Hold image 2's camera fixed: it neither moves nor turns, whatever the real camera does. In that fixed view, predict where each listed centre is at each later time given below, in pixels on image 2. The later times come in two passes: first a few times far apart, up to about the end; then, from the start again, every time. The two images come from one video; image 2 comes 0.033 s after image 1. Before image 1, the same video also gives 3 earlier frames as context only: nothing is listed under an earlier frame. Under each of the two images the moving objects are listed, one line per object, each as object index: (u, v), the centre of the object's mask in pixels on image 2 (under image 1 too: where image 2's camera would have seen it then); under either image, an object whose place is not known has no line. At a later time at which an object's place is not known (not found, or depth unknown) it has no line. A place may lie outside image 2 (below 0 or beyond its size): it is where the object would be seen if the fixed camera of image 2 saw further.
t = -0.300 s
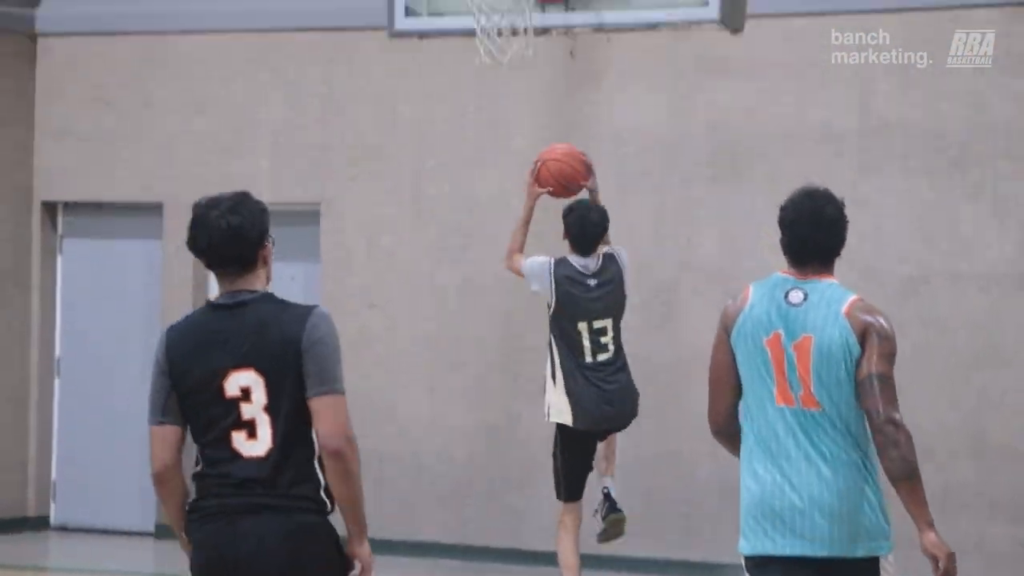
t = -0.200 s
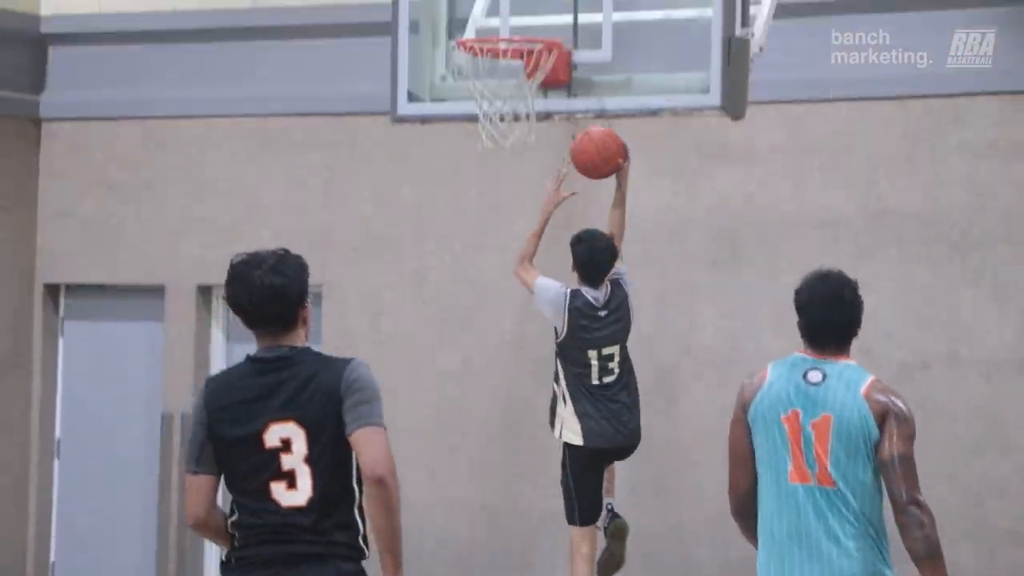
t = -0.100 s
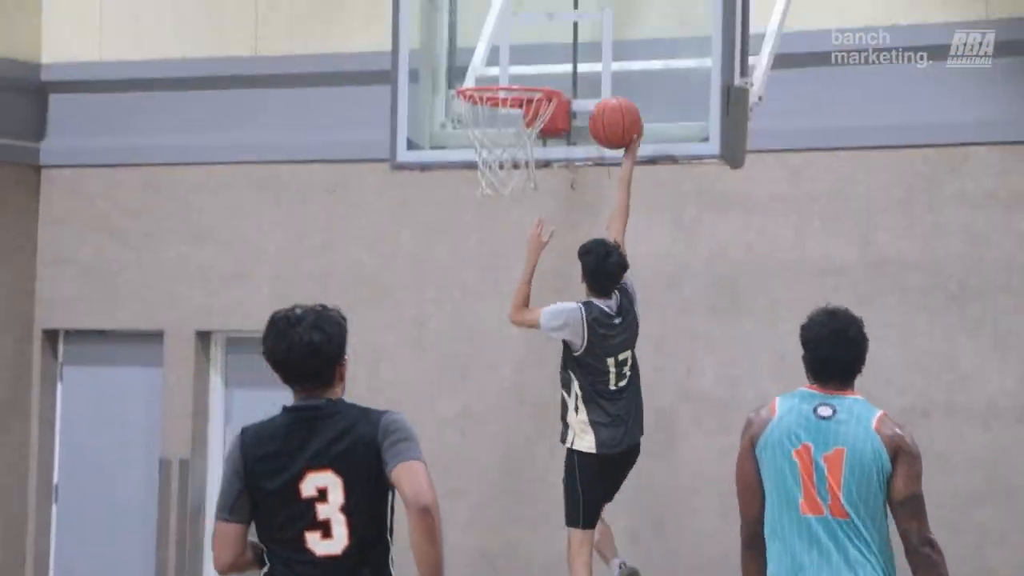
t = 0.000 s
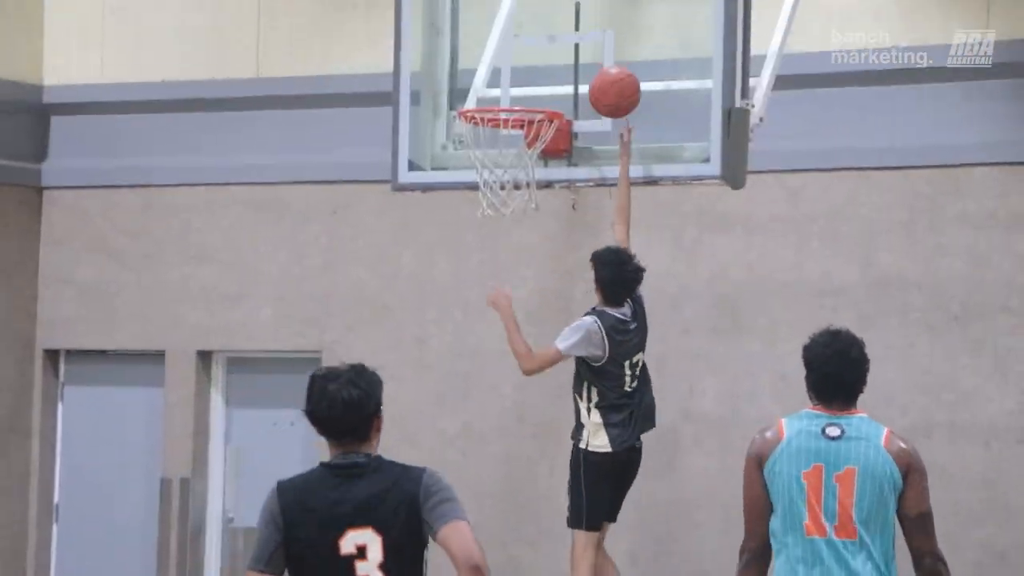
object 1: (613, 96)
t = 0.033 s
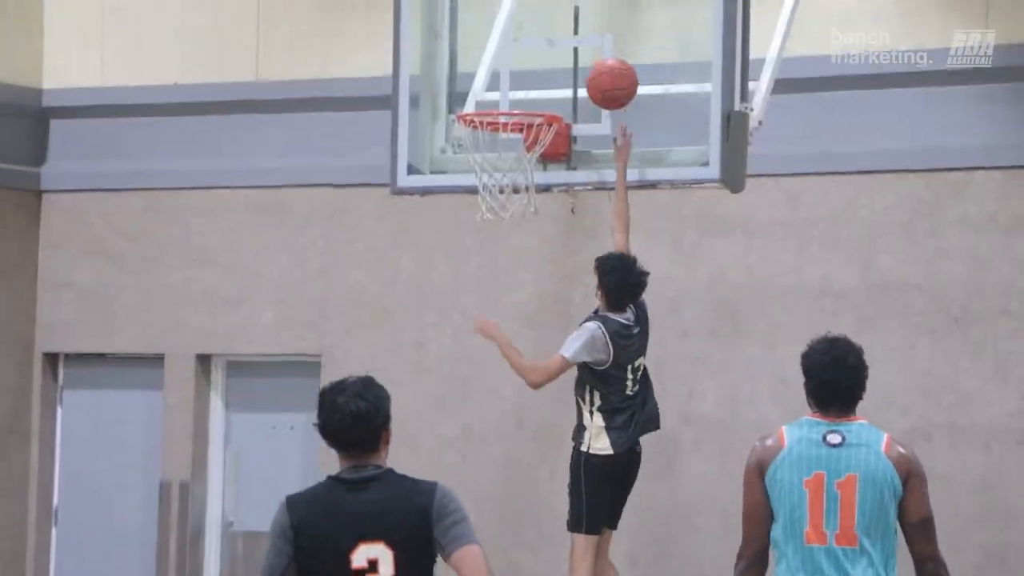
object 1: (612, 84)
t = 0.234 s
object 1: (556, 56)
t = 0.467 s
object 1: (505, 119)
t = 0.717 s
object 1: (520, 188)
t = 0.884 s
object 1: (525, 255)
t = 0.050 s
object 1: (610, 79)
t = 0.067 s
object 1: (605, 74)
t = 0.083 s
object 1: (600, 69)
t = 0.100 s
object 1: (595, 65)
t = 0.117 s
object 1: (590, 62)
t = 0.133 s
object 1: (585, 59)
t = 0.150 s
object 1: (580, 57)
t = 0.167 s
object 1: (575, 56)
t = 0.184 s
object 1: (570, 55)
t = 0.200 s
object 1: (566, 54)
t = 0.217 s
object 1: (561, 55)
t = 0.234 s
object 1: (556, 56)
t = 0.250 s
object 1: (550, 57)
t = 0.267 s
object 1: (545, 59)
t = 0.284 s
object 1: (540, 62)
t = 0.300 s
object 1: (535, 65)
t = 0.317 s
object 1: (530, 69)
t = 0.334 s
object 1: (524, 74)
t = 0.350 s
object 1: (520, 79)
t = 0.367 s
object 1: (514, 85)
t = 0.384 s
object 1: (509, 89)
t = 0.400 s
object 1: (504, 93)
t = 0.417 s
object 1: (500, 97)
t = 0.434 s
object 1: (501, 109)
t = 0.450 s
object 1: (503, 113)
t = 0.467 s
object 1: (505, 119)
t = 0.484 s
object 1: (506, 125)
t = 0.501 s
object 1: (510, 135)
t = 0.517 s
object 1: (510, 138)
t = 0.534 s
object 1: (509, 145)
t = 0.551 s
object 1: (508, 153)
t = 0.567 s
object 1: (510, 162)
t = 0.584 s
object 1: (511, 167)
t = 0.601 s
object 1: (513, 170)
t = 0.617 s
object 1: (515, 173)
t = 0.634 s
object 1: (517, 175)
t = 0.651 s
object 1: (518, 177)
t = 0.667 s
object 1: (519, 180)
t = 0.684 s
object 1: (519, 181)
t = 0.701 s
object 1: (520, 185)
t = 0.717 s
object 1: (520, 188)
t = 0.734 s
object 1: (521, 192)
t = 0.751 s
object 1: (523, 210)
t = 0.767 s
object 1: (522, 203)
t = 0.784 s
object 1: (524, 217)
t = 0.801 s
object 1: (524, 221)
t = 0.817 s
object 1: (524, 225)
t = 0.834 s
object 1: (524, 230)
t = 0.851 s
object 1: (524, 237)
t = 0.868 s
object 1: (525, 246)
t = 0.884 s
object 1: (525, 255)
